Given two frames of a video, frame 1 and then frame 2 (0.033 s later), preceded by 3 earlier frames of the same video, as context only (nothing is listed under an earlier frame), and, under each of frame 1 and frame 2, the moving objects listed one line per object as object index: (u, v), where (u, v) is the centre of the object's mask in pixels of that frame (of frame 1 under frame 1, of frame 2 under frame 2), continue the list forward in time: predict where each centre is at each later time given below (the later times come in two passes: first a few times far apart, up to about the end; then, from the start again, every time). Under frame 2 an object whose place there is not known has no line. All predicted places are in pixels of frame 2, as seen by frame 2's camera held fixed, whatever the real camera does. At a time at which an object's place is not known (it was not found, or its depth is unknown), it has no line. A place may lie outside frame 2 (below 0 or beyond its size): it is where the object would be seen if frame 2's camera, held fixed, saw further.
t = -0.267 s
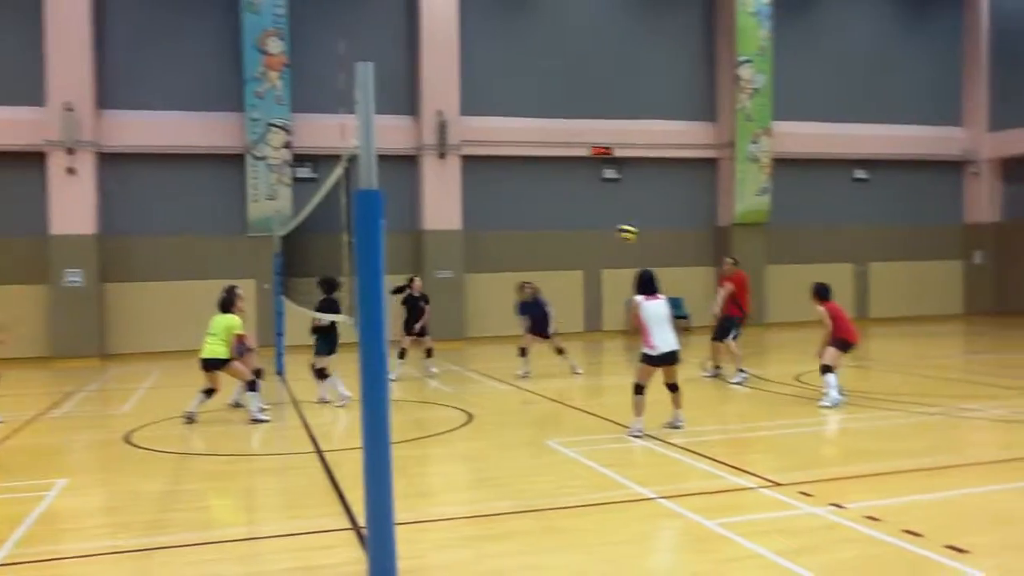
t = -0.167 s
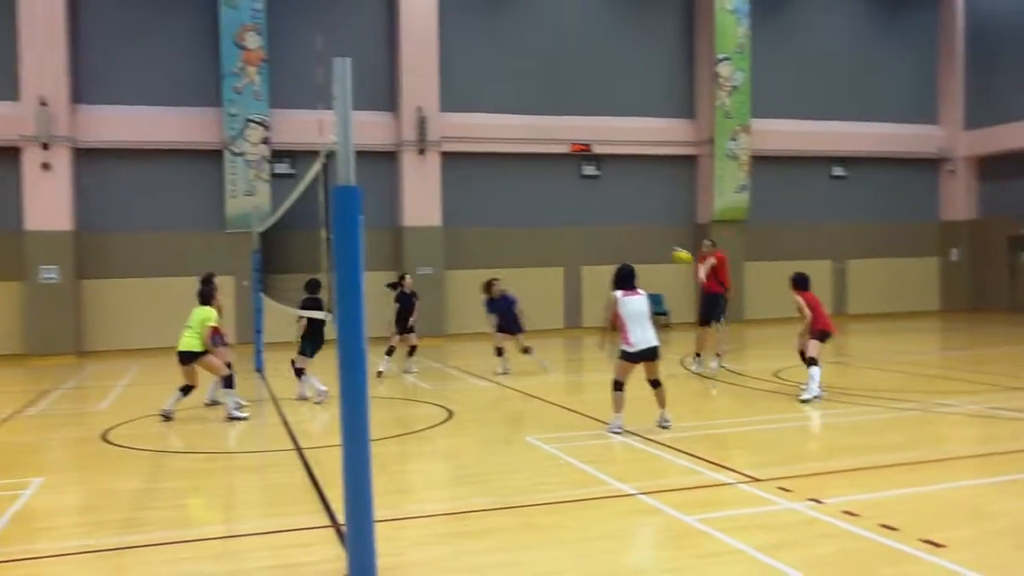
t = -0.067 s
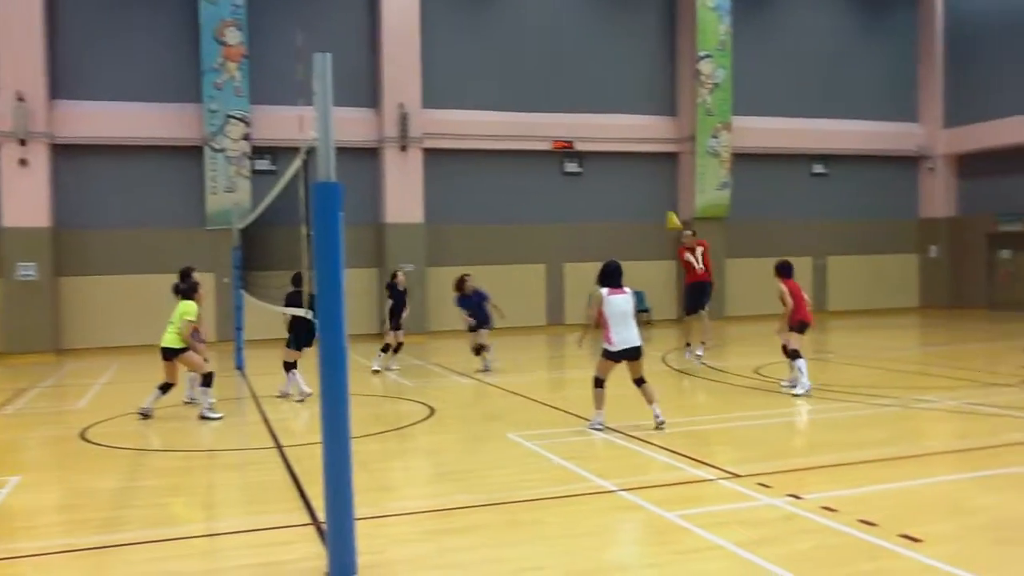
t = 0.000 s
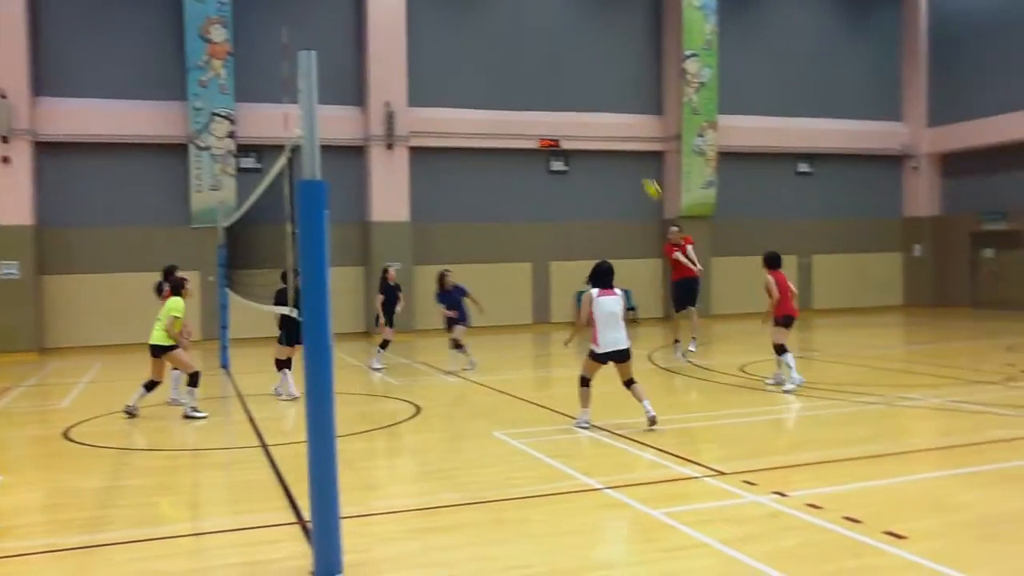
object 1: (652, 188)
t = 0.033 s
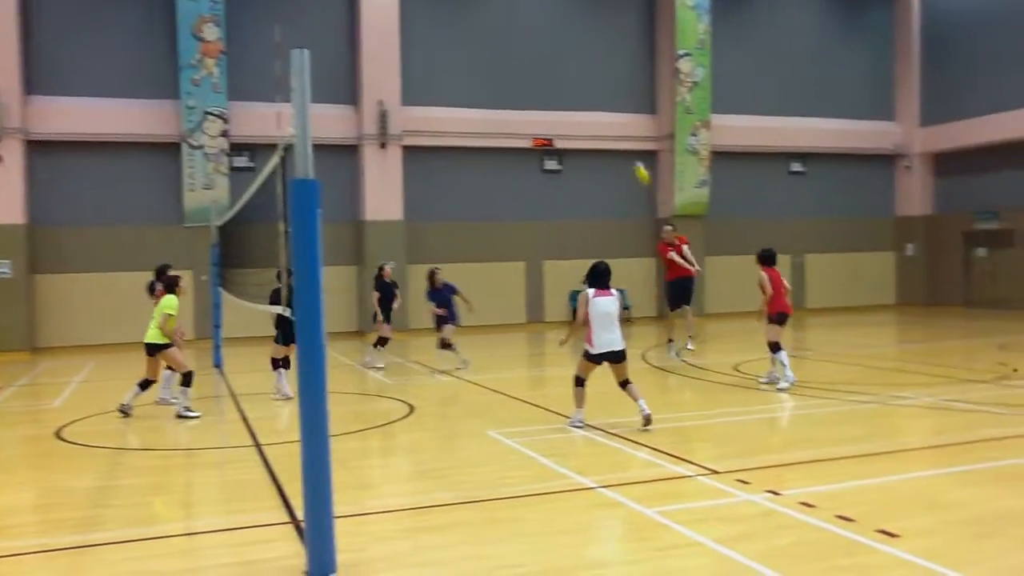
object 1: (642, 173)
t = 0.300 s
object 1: (616, 82)
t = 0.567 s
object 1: (591, 40)
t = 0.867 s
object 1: (563, 57)
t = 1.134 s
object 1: (540, 130)
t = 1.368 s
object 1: (516, 246)
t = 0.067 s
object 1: (637, 159)
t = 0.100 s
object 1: (634, 146)
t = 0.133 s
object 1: (632, 134)
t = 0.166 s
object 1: (627, 122)
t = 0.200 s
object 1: (624, 110)
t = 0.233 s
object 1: (621, 101)
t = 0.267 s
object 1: (618, 91)
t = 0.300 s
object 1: (616, 82)
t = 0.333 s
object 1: (612, 74)
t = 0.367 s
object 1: (608, 67)
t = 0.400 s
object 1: (605, 60)
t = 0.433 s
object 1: (603, 55)
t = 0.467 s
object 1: (599, 49)
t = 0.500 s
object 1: (597, 46)
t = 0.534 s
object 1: (594, 43)
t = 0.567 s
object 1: (591, 40)
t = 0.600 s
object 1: (588, 38)
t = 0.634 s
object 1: (585, 38)
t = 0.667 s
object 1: (582, 38)
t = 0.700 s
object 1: (579, 39)
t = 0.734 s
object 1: (575, 41)
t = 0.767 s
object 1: (573, 44)
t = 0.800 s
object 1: (569, 47)
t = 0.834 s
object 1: (566, 51)
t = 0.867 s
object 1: (563, 57)
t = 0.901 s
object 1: (561, 63)
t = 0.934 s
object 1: (557, 69)
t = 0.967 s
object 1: (554, 77)
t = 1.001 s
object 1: (550, 86)
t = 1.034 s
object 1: (548, 95)
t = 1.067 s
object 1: (546, 107)
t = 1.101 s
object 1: (542, 119)
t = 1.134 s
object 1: (540, 130)
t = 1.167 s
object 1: (537, 147)
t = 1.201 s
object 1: (532, 160)
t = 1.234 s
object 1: (529, 175)
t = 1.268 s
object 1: (526, 192)
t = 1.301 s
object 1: (523, 209)
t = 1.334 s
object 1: (520, 226)
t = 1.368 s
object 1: (516, 246)
